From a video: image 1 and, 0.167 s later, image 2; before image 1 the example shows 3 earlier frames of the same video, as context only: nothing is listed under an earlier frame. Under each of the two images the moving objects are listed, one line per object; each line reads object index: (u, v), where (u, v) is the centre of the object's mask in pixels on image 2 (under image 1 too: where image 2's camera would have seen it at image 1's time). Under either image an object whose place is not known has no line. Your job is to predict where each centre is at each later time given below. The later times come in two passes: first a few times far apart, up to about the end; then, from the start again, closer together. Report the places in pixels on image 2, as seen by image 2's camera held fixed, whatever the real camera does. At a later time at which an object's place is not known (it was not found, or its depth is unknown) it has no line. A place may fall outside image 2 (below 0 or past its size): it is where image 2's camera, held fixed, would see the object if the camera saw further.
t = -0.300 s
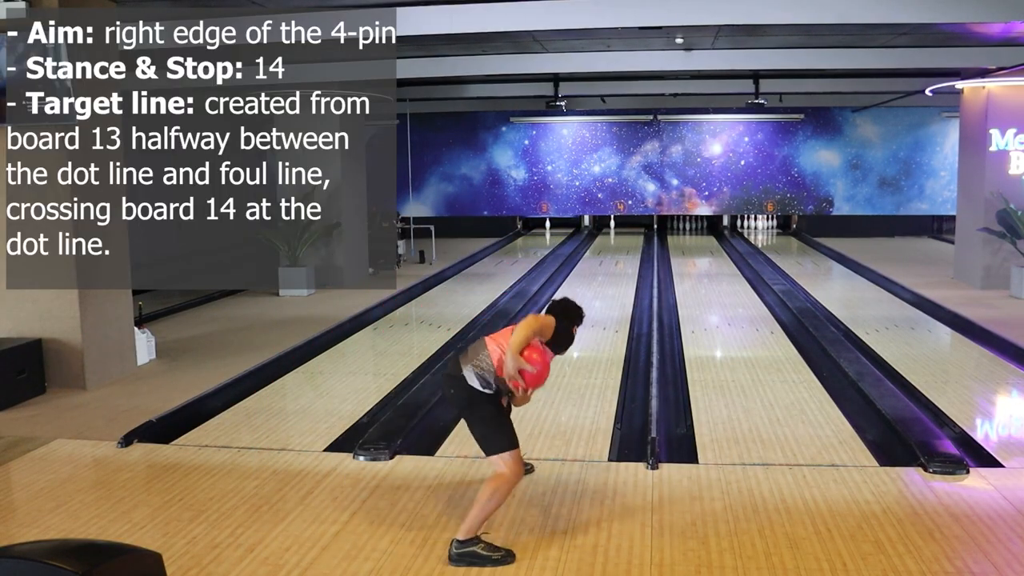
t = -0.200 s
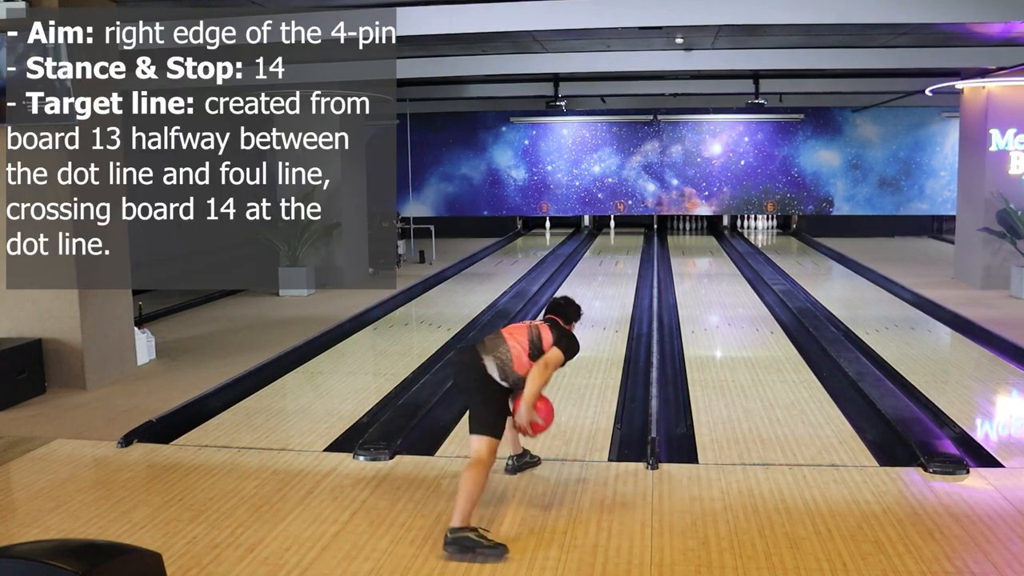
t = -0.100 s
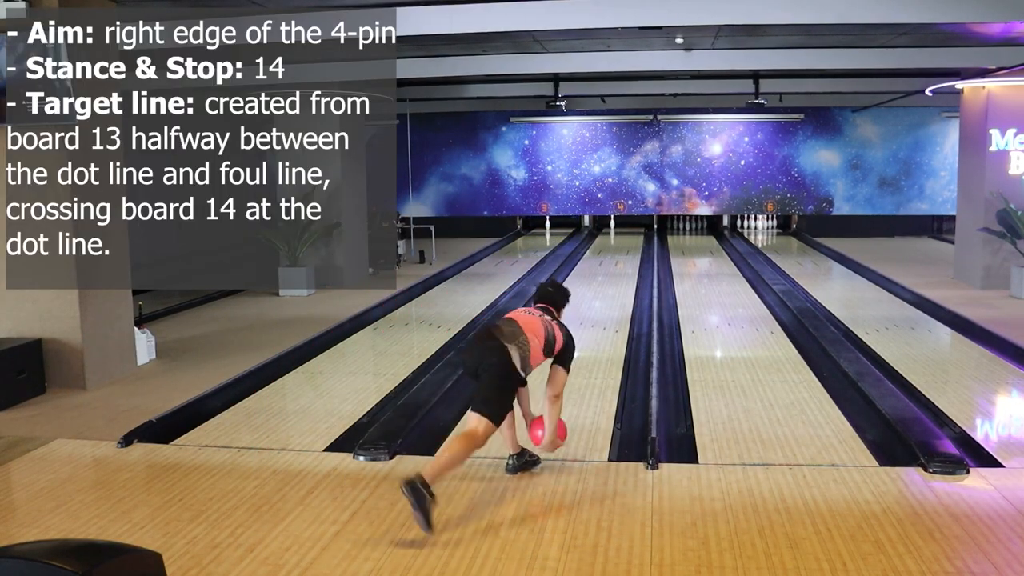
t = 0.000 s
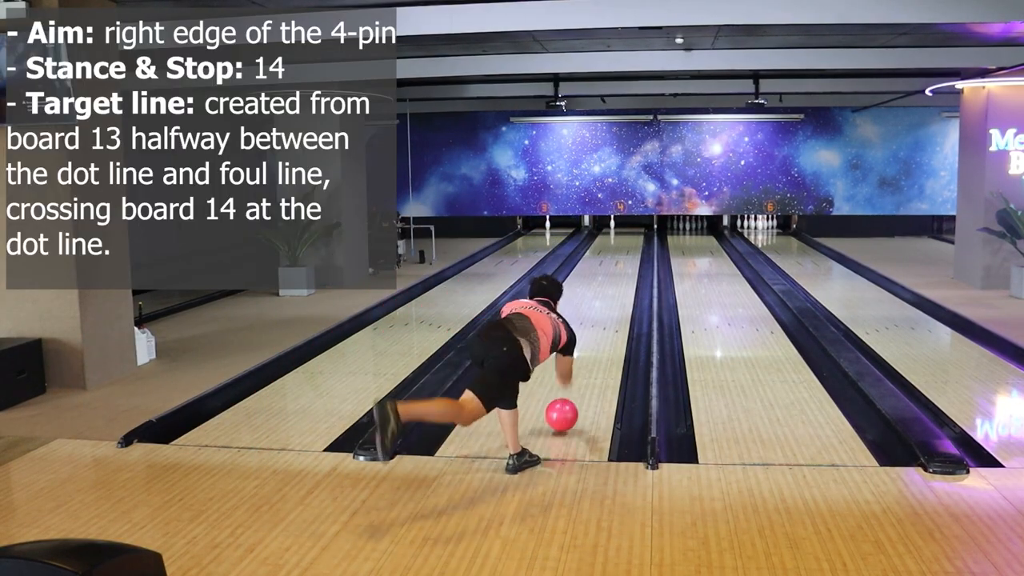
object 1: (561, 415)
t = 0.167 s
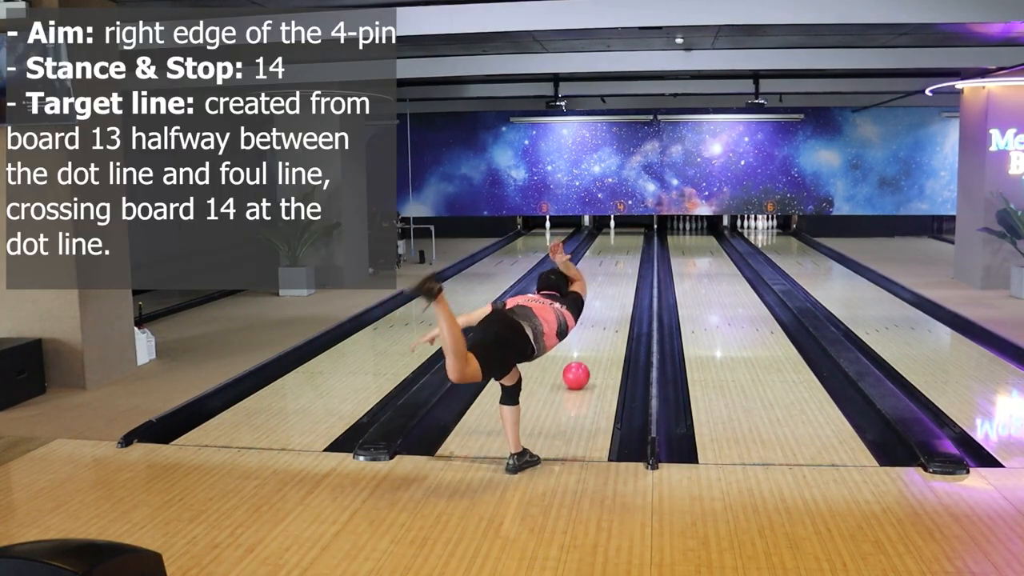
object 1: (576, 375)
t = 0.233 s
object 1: (580, 362)
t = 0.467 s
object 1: (592, 325)
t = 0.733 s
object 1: (601, 297)
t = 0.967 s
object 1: (606, 279)
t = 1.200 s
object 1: (610, 266)
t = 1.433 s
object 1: (613, 255)
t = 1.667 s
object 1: (615, 247)
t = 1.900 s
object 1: (616, 239)
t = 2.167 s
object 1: (617, 232)
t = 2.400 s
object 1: (617, 227)
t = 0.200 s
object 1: (578, 368)
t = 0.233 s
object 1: (580, 362)
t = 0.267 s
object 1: (582, 356)
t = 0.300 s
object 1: (584, 350)
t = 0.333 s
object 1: (586, 345)
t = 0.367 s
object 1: (588, 339)
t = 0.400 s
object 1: (589, 335)
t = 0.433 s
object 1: (591, 330)
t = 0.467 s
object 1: (592, 325)
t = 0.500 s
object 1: (593, 321)
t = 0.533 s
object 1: (594, 317)
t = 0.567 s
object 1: (595, 314)
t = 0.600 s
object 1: (595, 314)
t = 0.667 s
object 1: (603, 301)
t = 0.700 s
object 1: (601, 300)
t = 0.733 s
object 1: (601, 297)
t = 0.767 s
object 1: (602, 294)
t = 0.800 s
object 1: (602, 292)
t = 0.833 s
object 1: (603, 289)
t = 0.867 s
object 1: (604, 287)
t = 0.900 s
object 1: (605, 284)
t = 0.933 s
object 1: (605, 282)
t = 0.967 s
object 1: (606, 279)
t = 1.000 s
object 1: (607, 277)
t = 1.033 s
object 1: (607, 275)
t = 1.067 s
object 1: (608, 273)
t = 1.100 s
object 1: (608, 271)
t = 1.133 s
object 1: (609, 270)
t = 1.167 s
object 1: (609, 268)
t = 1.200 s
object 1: (610, 266)
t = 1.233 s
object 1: (610, 264)
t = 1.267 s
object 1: (611, 263)
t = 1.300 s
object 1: (611, 261)
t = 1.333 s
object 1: (611, 260)
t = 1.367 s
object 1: (612, 258)
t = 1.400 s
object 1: (612, 257)
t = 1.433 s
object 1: (613, 255)
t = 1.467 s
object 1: (613, 254)
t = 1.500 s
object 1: (613, 252)
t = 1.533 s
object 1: (614, 251)
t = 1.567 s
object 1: (614, 250)
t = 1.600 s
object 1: (614, 249)
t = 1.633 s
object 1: (615, 248)
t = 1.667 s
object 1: (615, 247)
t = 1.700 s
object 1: (615, 245)
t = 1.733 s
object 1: (615, 244)
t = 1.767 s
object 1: (616, 243)
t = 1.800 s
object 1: (616, 242)
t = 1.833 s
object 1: (616, 241)
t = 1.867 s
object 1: (616, 240)
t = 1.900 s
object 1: (616, 239)
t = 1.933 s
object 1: (617, 238)
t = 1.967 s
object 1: (617, 237)
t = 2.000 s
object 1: (617, 236)
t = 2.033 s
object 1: (617, 235)
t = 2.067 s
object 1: (617, 235)
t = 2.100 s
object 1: (617, 234)
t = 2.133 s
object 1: (617, 233)
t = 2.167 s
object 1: (617, 232)
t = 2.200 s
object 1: (617, 231)
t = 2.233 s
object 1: (617, 230)
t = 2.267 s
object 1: (617, 230)
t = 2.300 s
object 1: (617, 229)
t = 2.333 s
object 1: (617, 229)
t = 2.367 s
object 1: (617, 228)
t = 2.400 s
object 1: (617, 227)
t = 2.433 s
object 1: (617, 226)
